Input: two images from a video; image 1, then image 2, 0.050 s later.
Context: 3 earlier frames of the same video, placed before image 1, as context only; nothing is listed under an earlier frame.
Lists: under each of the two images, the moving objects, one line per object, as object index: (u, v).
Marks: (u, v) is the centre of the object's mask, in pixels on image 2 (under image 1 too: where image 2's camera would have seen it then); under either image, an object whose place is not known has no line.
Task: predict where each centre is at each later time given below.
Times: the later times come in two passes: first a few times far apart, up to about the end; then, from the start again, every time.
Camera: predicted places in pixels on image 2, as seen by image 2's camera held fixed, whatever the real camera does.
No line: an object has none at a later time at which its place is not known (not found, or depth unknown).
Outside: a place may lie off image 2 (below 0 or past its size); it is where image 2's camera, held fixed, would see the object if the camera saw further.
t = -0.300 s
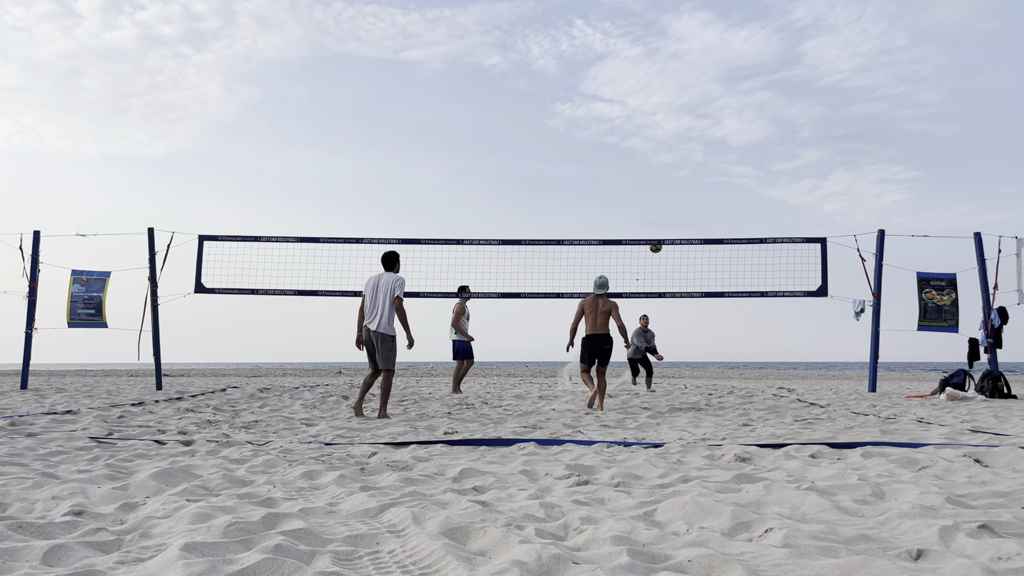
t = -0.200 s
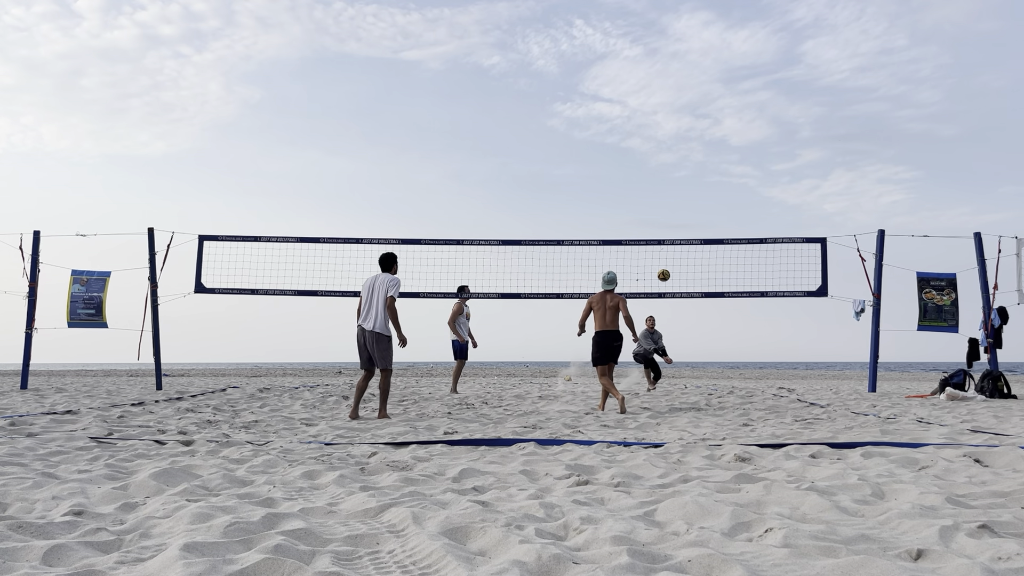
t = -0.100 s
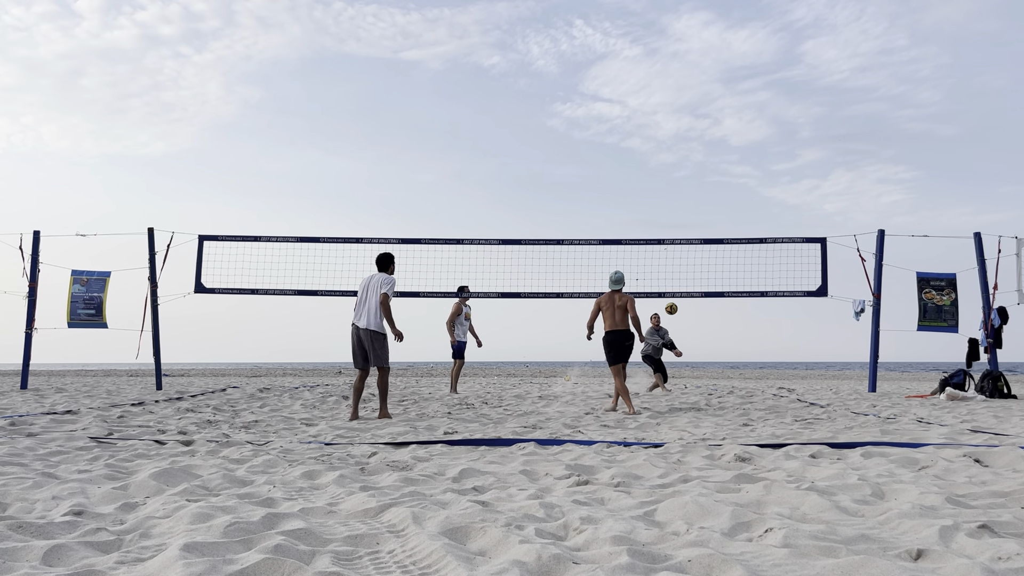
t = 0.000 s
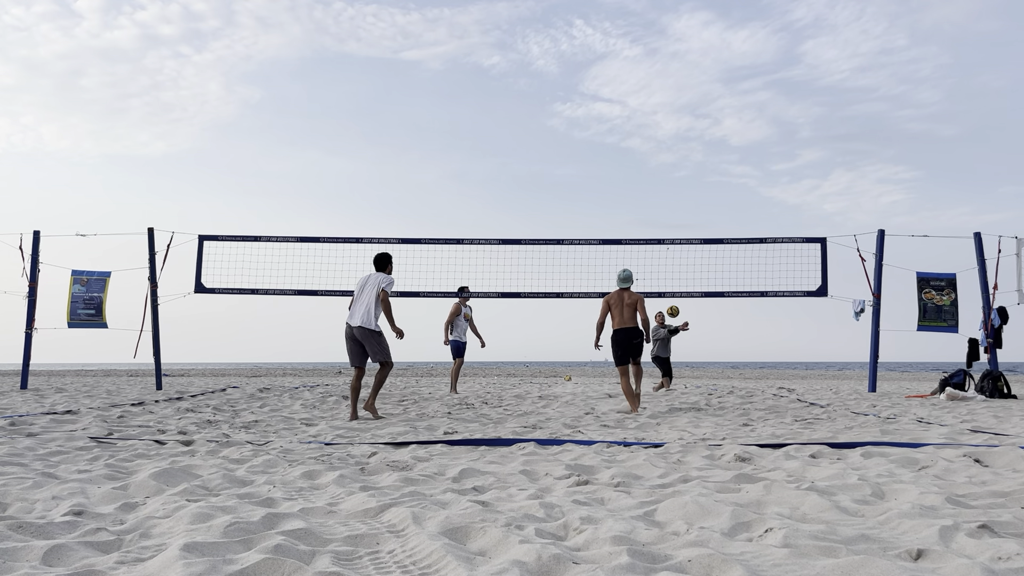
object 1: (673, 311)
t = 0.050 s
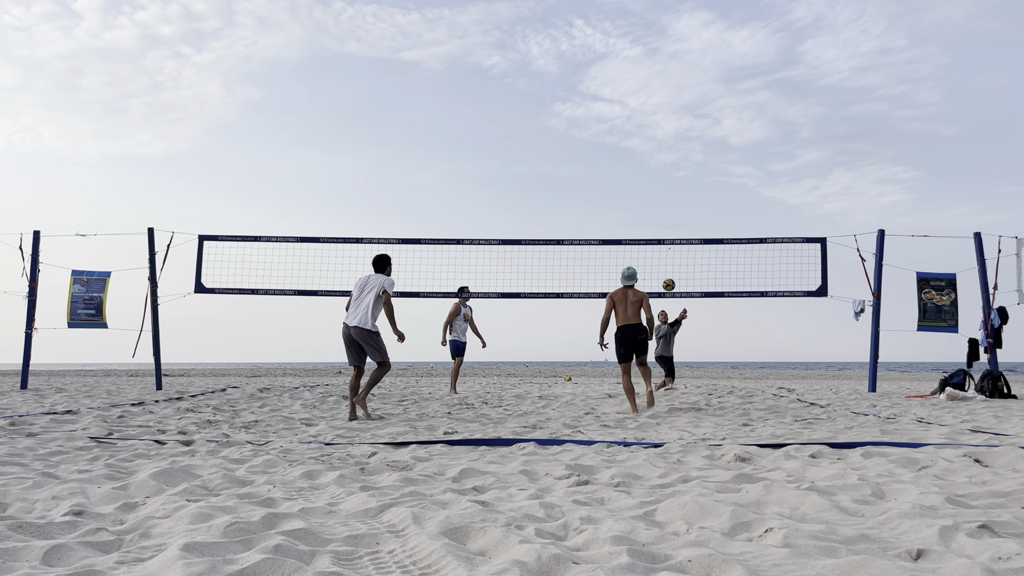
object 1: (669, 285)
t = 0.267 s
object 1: (649, 182)
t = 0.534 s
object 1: (621, 85)
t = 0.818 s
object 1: (587, 24)
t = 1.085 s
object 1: (550, 11)
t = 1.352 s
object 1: (506, 52)
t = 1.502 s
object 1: (478, 102)
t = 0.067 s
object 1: (667, 276)
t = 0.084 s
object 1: (666, 267)
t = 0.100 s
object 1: (664, 259)
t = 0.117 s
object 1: (663, 251)
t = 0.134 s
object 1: (662, 243)
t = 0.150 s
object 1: (660, 234)
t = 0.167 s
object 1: (659, 227)
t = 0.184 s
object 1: (657, 219)
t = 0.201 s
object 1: (655, 211)
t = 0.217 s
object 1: (654, 203)
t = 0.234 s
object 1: (652, 196)
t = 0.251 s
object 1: (651, 189)
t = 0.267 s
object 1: (649, 182)
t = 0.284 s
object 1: (647, 175)
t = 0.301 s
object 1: (646, 168)
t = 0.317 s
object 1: (644, 161)
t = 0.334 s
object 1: (642, 154)
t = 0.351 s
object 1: (641, 148)
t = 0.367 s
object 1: (639, 142)
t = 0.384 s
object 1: (637, 135)
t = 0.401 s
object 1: (635, 129)
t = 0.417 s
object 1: (633, 123)
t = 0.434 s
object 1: (632, 118)
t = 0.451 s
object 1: (630, 112)
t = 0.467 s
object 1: (628, 106)
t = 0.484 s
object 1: (626, 101)
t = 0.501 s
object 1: (625, 96)
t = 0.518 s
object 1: (623, 90)
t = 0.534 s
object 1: (621, 85)
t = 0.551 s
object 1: (619, 81)
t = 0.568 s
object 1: (617, 76)
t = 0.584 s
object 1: (615, 71)
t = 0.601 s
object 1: (613, 67)
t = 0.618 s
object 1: (611, 63)
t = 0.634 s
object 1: (609, 59)
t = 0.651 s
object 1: (607, 55)
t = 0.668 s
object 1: (605, 51)
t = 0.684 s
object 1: (603, 47)
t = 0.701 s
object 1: (601, 44)
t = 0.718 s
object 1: (599, 41)
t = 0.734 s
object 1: (597, 38)
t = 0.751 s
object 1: (595, 35)
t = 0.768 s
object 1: (593, 32)
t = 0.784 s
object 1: (591, 29)
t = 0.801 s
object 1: (589, 27)
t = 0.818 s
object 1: (587, 24)
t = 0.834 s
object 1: (584, 22)
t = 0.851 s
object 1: (582, 20)
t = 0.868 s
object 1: (580, 18)
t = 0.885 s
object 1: (578, 17)
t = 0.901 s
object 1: (576, 15)
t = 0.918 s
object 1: (573, 14)
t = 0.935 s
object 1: (571, 13)
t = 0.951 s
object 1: (569, 12)
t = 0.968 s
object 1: (567, 11)
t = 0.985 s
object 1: (564, 10)
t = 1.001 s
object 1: (562, 10)
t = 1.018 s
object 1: (559, 10)
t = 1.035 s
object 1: (557, 10)
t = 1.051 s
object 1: (554, 10)
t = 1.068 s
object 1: (552, 11)
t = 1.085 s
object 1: (550, 11)
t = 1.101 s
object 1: (547, 12)
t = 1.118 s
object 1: (544, 13)
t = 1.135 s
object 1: (542, 15)
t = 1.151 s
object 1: (539, 16)
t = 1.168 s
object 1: (537, 18)
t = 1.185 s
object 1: (534, 20)
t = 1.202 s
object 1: (531, 22)
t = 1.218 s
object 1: (529, 24)
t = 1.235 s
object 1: (526, 27)
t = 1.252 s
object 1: (523, 30)
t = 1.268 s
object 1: (520, 33)
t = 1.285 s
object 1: (518, 36)
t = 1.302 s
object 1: (515, 40)
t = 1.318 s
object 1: (512, 43)
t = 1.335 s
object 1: (509, 47)
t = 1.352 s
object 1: (506, 52)
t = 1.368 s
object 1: (503, 56)
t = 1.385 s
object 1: (500, 61)
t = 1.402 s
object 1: (497, 66)
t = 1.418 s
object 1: (494, 72)
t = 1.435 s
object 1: (491, 77)
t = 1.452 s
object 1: (488, 83)
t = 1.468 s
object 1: (485, 89)
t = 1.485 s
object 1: (482, 96)
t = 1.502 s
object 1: (478, 102)
